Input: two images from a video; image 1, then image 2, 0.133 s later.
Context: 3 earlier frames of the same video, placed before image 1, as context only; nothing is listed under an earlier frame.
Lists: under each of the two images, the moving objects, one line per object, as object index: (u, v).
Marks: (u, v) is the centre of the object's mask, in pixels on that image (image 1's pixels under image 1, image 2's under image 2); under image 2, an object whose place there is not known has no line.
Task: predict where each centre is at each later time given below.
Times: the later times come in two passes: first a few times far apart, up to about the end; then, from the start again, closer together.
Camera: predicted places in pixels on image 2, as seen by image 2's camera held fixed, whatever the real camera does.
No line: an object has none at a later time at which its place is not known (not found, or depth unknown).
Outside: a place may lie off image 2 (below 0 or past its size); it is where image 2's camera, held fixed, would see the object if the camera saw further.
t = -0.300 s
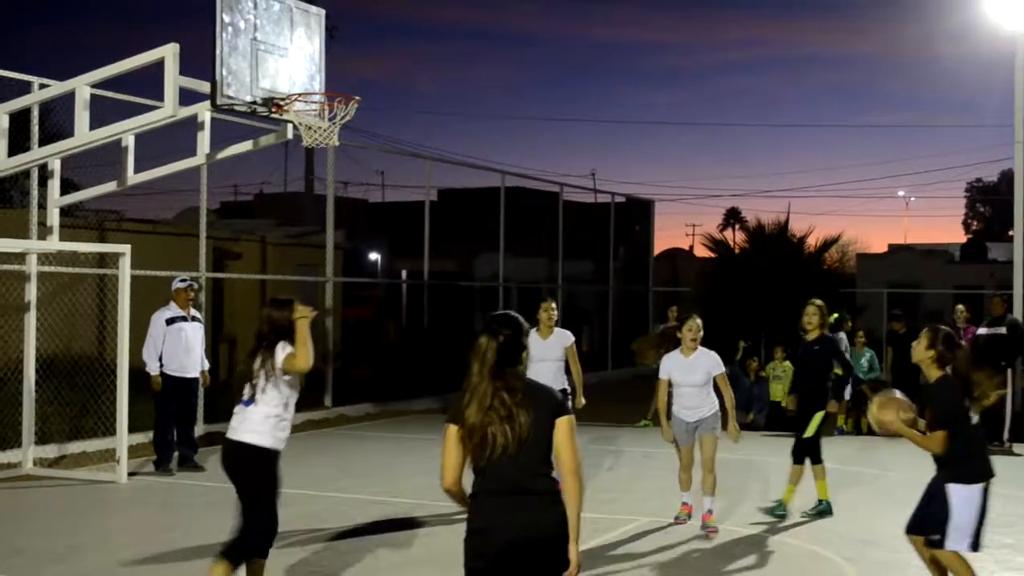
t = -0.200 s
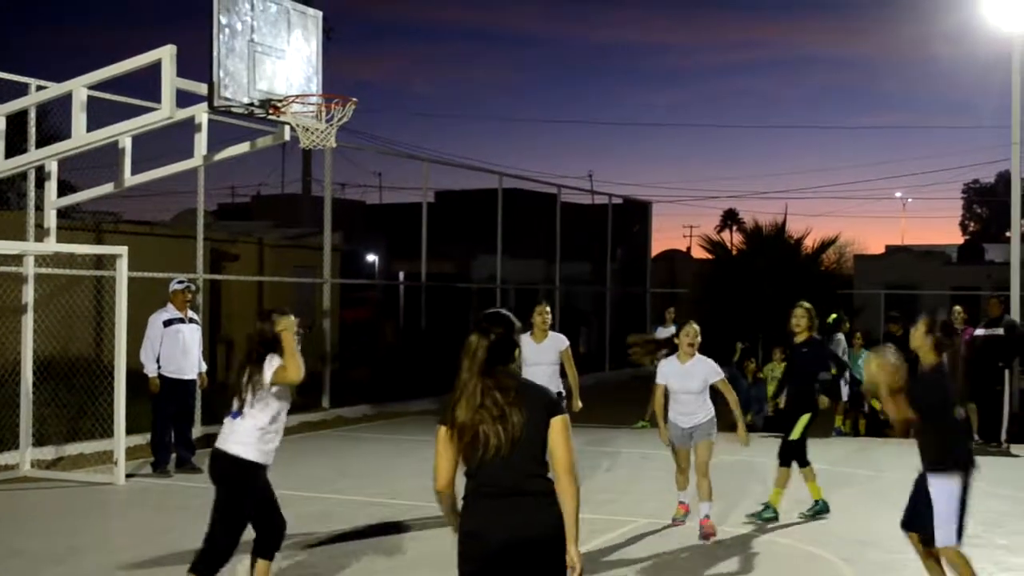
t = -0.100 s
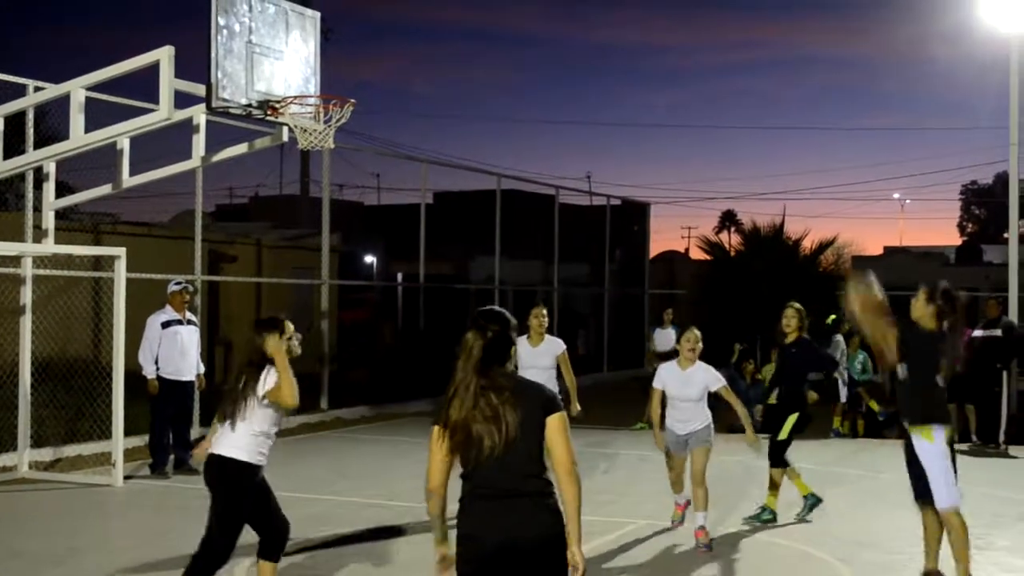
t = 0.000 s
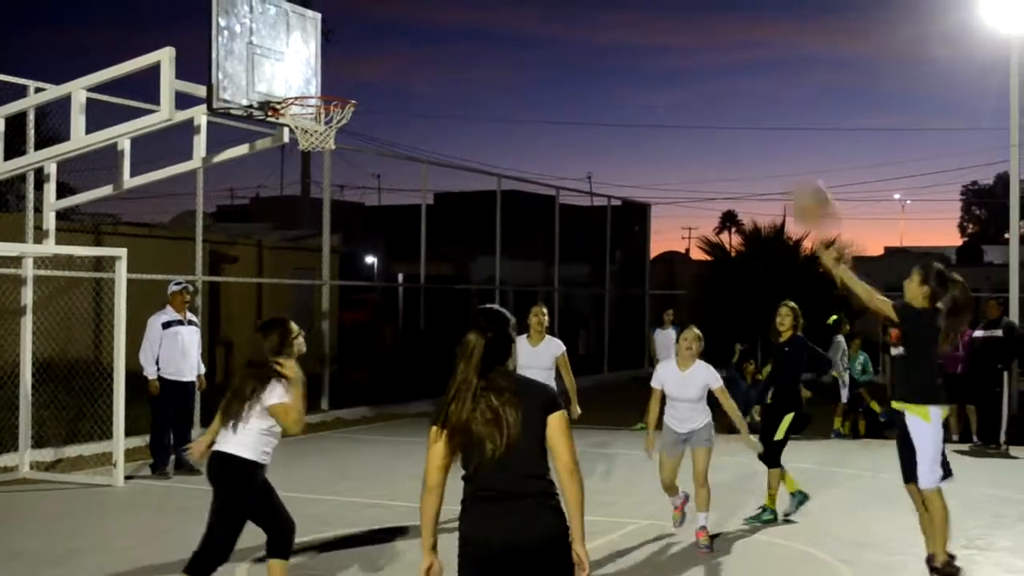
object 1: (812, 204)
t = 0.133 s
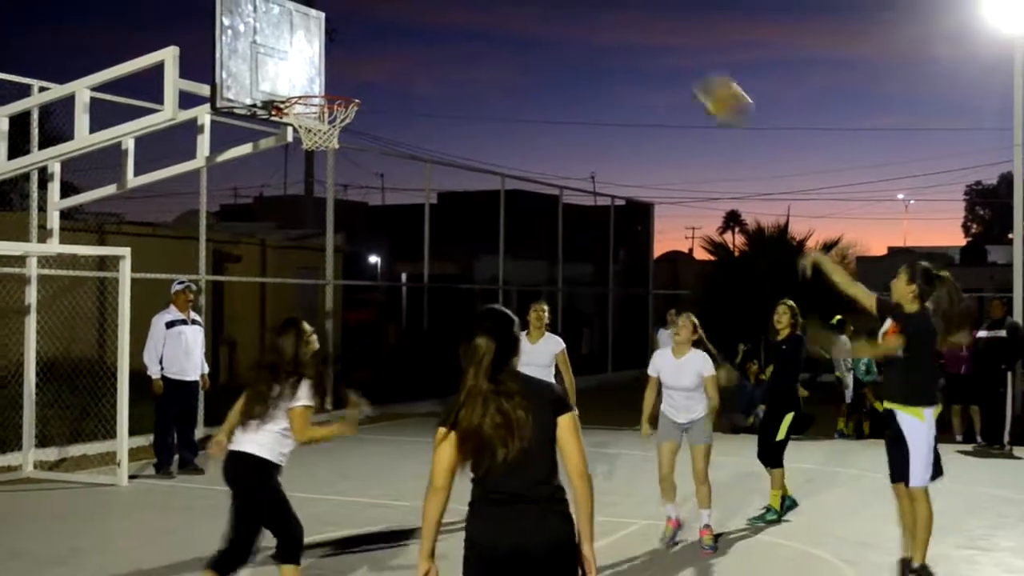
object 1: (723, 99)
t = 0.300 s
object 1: (615, 14)
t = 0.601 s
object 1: (441, -4)
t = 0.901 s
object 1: (305, 83)
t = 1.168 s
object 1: (400, 9)
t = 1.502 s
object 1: (516, 59)
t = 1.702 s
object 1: (585, 169)
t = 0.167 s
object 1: (700, 77)
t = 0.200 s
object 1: (678, 59)
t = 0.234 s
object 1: (656, 41)
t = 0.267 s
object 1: (635, 26)
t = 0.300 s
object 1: (615, 14)
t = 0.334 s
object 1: (596, 6)
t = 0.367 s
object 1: (578, 3)
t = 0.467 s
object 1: (516, -4)
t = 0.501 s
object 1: (495, -4)
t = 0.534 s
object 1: (475, -6)
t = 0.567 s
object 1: (458, -6)
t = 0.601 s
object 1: (441, -4)
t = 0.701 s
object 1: (389, 11)
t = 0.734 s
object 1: (373, 21)
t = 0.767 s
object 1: (357, 33)
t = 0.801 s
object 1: (344, 47)
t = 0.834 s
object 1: (329, 61)
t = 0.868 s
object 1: (312, 80)
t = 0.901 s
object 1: (305, 83)
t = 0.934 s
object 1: (321, 68)
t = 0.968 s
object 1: (332, 54)
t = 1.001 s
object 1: (342, 43)
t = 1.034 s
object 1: (353, 33)
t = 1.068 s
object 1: (365, 24)
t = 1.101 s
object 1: (376, 18)
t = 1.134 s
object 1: (388, 12)
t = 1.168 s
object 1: (400, 9)
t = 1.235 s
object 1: (423, 9)
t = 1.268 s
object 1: (435, 9)
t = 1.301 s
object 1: (447, 11)
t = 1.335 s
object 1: (457, 14)
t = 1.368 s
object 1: (469, 21)
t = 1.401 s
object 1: (481, 27)
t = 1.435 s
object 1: (493, 36)
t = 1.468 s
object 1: (504, 47)
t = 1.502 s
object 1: (516, 59)
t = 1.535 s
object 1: (527, 74)
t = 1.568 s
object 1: (538, 89)
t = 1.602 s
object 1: (549, 108)
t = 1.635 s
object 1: (560, 127)
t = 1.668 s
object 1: (573, 149)
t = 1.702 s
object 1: (585, 169)
